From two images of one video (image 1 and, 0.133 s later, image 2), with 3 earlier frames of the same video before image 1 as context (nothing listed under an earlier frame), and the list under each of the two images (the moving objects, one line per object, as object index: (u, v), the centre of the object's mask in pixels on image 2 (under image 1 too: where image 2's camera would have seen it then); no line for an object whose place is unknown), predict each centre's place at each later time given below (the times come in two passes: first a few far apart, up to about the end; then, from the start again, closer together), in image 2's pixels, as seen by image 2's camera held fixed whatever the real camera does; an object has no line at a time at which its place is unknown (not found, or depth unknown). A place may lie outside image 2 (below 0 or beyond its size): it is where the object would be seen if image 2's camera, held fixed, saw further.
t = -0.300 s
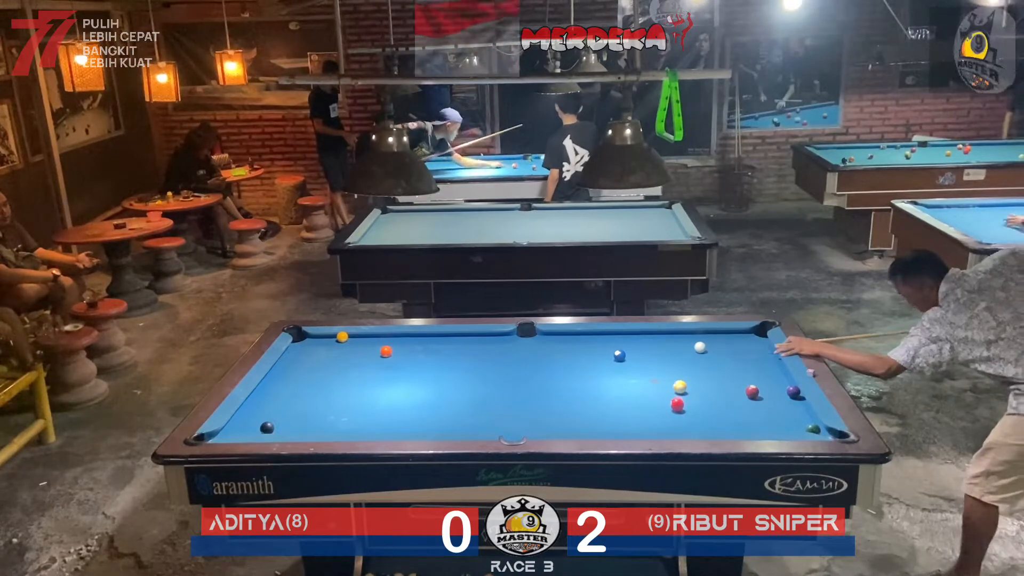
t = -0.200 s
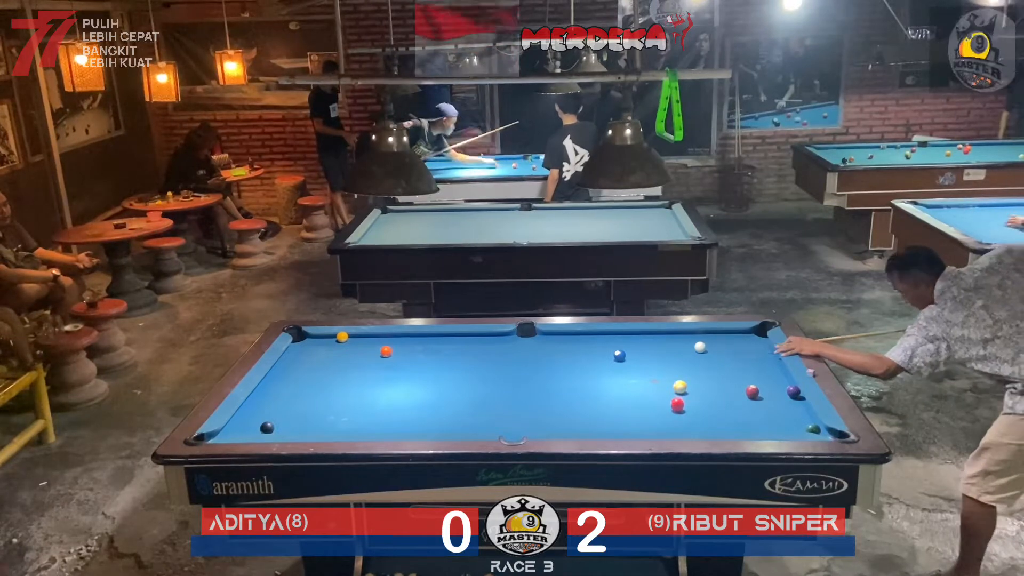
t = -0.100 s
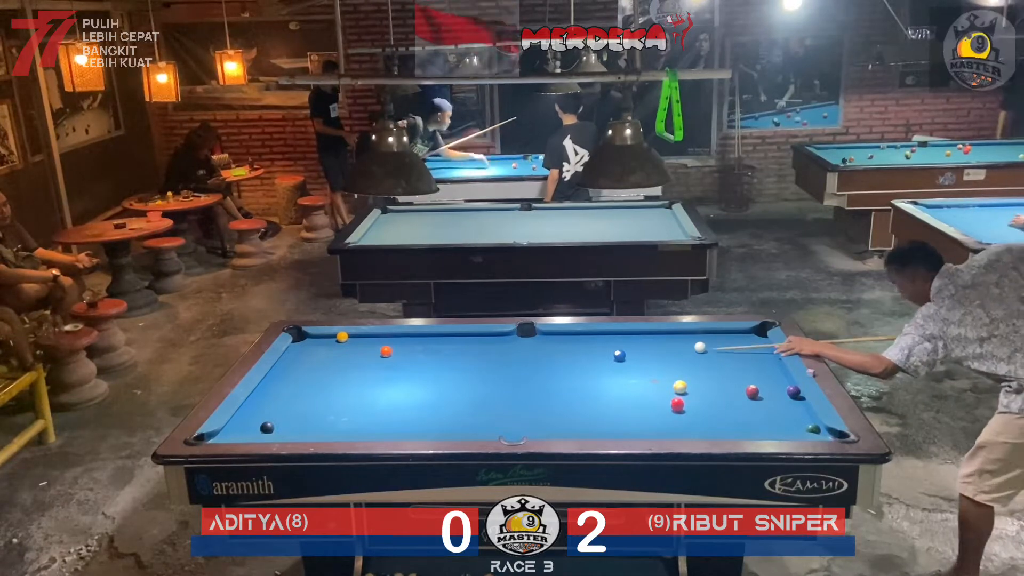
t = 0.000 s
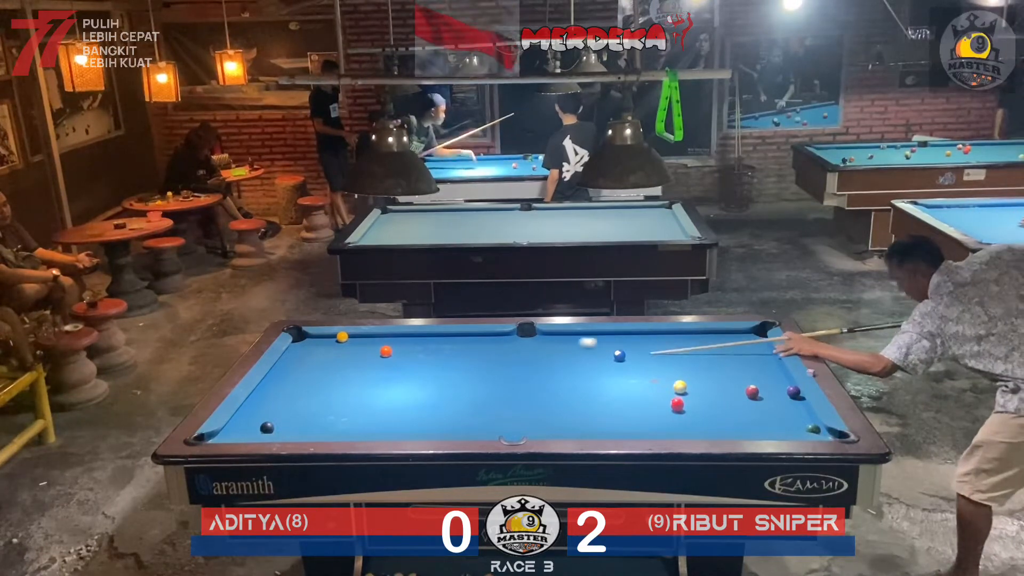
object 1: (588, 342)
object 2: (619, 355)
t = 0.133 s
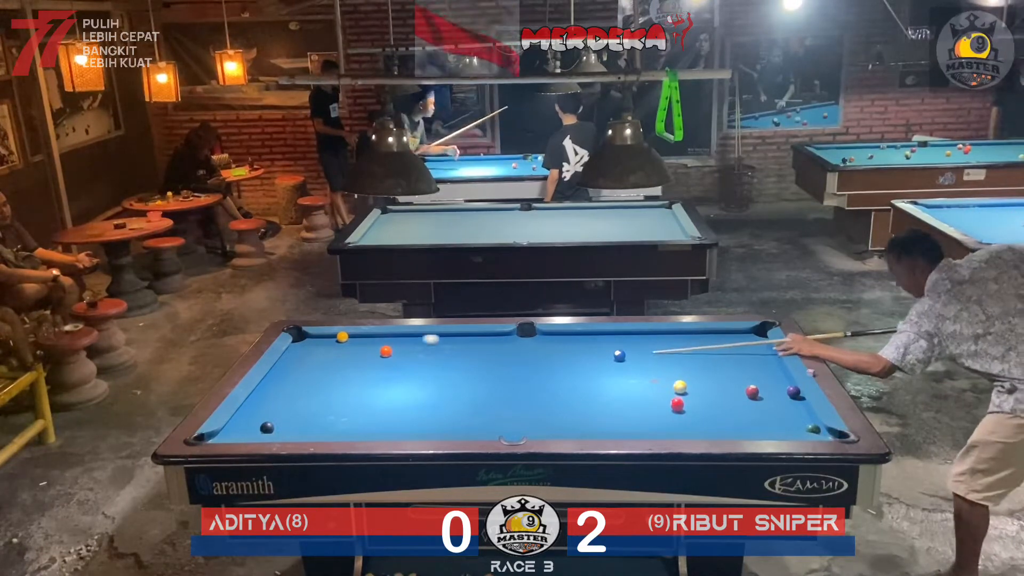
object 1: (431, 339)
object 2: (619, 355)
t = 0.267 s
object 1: (353, 338)
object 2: (619, 355)
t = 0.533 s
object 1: (380, 343)
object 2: (619, 355)
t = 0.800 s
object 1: (426, 347)
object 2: (619, 355)
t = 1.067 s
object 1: (480, 350)
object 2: (619, 355)
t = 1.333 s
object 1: (534, 353)
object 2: (619, 355)
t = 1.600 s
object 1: (581, 355)
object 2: (619, 355)
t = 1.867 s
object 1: (611, 359)
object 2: (632, 355)
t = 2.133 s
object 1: (621, 363)
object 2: (654, 353)
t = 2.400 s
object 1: (629, 366)
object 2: (673, 351)
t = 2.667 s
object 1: (634, 368)
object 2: (689, 350)
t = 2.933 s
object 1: (638, 370)
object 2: (702, 347)
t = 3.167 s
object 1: (638, 371)
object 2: (711, 347)
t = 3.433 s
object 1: (638, 371)
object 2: (718, 345)
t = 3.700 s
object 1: (638, 371)
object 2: (722, 345)
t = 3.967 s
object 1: (638, 371)
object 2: (723, 345)
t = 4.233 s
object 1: (638, 371)
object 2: (722, 345)
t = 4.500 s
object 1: (638, 371)
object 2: (722, 345)
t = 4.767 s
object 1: (638, 371)
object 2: (722, 345)
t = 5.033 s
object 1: (638, 371)
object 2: (723, 345)
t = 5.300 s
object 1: (638, 371)
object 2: (722, 345)
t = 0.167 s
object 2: (619, 355)
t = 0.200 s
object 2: (619, 355)
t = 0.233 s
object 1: (352, 338)
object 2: (619, 355)
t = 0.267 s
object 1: (353, 338)
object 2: (619, 355)
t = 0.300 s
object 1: (355, 339)
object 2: (619, 355)
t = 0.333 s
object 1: (359, 340)
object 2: (619, 355)
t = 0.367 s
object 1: (361, 340)
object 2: (619, 355)
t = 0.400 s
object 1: (365, 341)
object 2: (619, 355)
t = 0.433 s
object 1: (370, 342)
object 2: (619, 355)
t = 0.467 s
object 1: (372, 342)
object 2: (619, 355)
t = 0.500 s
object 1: (375, 342)
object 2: (619, 355)
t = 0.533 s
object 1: (380, 343)
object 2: (619, 355)
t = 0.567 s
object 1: (382, 343)
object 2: (619, 355)
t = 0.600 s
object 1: (386, 342)
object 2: (619, 355)
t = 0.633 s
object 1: (396, 345)
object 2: (619, 355)
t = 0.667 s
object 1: (399, 345)
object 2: (619, 355)
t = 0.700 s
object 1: (406, 345)
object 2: (619, 355)
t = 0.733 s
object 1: (416, 346)
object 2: (619, 355)
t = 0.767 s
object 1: (420, 346)
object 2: (619, 355)
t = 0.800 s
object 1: (426, 347)
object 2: (619, 355)
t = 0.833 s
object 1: (437, 347)
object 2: (619, 355)
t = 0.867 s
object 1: (440, 347)
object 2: (619, 355)
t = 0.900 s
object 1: (446, 348)
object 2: (619, 355)
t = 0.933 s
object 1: (457, 348)
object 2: (619, 355)
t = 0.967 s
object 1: (460, 349)
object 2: (619, 355)
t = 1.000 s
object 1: (467, 349)
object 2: (619, 355)
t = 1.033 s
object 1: (477, 349)
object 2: (619, 355)
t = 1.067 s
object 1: (480, 350)
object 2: (619, 355)
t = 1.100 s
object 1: (486, 350)
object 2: (619, 355)
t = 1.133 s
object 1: (496, 350)
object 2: (619, 355)
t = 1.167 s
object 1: (499, 351)
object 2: (619, 355)
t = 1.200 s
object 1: (506, 351)
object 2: (619, 355)
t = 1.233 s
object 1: (515, 352)
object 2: (619, 355)
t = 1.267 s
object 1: (518, 352)
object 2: (619, 355)
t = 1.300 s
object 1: (525, 352)
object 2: (619, 355)
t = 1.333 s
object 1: (534, 353)
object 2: (619, 355)
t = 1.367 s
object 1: (537, 353)
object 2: (619, 355)
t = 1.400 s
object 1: (544, 353)
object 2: (619, 355)
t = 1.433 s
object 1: (550, 353)
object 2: (619, 355)
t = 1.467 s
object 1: (556, 354)
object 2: (619, 355)
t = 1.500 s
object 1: (562, 354)
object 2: (619, 355)
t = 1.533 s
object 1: (568, 354)
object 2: (619, 355)
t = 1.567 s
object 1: (574, 355)
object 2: (619, 355)
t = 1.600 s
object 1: (581, 355)
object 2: (619, 355)
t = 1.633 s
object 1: (587, 355)
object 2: (619, 355)
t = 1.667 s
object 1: (593, 356)
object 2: (619, 355)
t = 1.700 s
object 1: (598, 356)
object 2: (619, 355)
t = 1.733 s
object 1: (605, 356)
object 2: (620, 355)
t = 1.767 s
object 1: (608, 357)
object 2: (621, 355)
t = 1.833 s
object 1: (610, 358)
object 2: (628, 355)
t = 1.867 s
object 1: (611, 359)
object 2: (632, 355)
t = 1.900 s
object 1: (612, 359)
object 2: (634, 355)
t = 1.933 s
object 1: (614, 360)
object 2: (637, 355)
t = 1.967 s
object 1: (615, 360)
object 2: (640, 354)
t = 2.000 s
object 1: (616, 361)
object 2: (643, 354)
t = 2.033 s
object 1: (618, 361)
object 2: (646, 354)
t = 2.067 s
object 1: (619, 362)
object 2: (649, 354)
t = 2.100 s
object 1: (620, 362)
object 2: (651, 353)
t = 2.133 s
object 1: (621, 363)
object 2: (654, 353)
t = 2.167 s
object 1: (622, 363)
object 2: (657, 353)
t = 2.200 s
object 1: (623, 364)
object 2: (659, 353)
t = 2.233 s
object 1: (624, 364)
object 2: (662, 352)
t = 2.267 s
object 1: (625, 364)
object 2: (664, 352)
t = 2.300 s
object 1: (626, 365)
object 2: (667, 352)
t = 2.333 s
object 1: (627, 365)
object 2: (669, 352)
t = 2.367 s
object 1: (628, 366)
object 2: (671, 352)
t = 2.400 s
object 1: (629, 366)
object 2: (673, 351)
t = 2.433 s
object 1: (630, 366)
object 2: (676, 351)
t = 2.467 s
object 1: (630, 367)
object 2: (678, 351)
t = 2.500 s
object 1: (631, 367)
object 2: (680, 350)
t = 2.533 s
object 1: (632, 367)
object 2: (681, 350)
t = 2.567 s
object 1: (633, 367)
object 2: (684, 350)
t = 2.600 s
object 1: (633, 368)
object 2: (686, 350)
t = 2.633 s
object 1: (634, 368)
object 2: (687, 350)
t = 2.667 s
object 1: (634, 368)
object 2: (689, 350)
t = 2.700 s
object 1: (635, 368)
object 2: (691, 349)
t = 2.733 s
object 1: (635, 369)
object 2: (693, 349)
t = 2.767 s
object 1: (636, 369)
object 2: (694, 349)
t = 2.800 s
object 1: (636, 369)
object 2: (696, 349)
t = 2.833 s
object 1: (637, 369)
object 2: (698, 348)
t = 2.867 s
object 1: (637, 369)
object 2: (699, 348)
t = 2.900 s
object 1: (638, 370)
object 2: (701, 348)
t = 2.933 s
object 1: (638, 370)
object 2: (702, 347)
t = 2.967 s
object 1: (638, 370)
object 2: (703, 348)
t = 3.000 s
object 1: (638, 370)
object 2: (705, 347)
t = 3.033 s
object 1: (638, 370)
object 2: (706, 347)
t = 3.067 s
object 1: (638, 370)
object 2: (707, 347)
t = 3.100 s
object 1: (638, 370)
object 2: (709, 347)
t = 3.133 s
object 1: (638, 370)
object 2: (710, 347)
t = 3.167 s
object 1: (638, 371)
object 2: (711, 347)
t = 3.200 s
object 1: (638, 371)
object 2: (712, 346)
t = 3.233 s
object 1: (638, 371)
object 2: (713, 346)
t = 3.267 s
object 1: (638, 371)
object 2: (713, 346)
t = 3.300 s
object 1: (638, 371)
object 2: (714, 346)
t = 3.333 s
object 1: (638, 371)
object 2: (716, 346)
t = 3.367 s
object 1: (638, 371)
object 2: (716, 346)
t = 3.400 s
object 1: (638, 371)
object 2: (717, 345)
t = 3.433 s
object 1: (638, 371)
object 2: (718, 345)
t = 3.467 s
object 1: (638, 371)
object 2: (718, 345)
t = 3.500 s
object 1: (638, 371)
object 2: (719, 345)
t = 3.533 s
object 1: (638, 371)
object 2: (719, 345)
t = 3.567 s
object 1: (638, 371)
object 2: (720, 345)
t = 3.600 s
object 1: (638, 371)
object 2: (720, 345)
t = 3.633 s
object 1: (638, 371)
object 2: (721, 345)
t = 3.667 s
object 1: (638, 371)
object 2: (721, 345)
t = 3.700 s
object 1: (638, 371)
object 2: (722, 345)
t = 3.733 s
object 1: (638, 371)
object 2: (722, 345)
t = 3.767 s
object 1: (638, 371)
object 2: (722, 345)
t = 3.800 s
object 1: (638, 371)
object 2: (722, 345)
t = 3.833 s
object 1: (638, 371)
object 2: (722, 345)
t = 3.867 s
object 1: (638, 371)
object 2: (723, 345)
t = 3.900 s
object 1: (638, 371)
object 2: (723, 345)
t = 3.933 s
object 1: (638, 371)
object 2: (723, 345)
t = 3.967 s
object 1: (638, 371)
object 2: (723, 345)
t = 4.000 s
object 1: (638, 371)
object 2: (723, 345)
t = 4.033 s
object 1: (638, 371)
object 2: (723, 345)
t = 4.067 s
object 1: (638, 371)
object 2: (723, 345)
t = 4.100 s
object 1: (638, 371)
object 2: (723, 345)
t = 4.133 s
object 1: (638, 371)
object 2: (723, 345)
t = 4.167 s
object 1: (638, 371)
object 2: (723, 345)
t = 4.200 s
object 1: (638, 371)
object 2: (722, 345)
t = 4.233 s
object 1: (638, 371)
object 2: (722, 345)
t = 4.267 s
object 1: (638, 371)
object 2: (722, 345)
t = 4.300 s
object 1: (638, 371)
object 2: (722, 345)
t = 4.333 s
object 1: (638, 371)
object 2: (722, 345)
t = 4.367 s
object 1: (638, 371)
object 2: (722, 345)
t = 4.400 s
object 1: (638, 371)
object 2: (722, 345)
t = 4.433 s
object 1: (638, 371)
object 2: (722, 345)
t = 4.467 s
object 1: (638, 371)
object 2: (722, 345)
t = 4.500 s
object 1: (638, 371)
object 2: (722, 345)
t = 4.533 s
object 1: (638, 371)
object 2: (722, 345)
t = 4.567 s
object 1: (638, 371)
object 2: (722, 345)
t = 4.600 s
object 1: (638, 371)
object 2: (722, 345)
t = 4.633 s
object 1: (638, 371)
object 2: (723, 345)
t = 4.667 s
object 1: (638, 371)
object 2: (722, 345)
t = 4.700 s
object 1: (638, 371)
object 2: (722, 345)
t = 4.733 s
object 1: (638, 371)
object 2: (722, 345)
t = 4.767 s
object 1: (638, 371)
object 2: (722, 345)
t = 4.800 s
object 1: (638, 371)
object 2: (723, 345)
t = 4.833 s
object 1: (638, 371)
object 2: (722, 345)
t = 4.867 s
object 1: (638, 371)
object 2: (723, 345)
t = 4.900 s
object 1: (638, 371)
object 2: (722, 345)
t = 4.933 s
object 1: (638, 371)
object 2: (723, 345)
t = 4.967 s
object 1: (638, 371)
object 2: (722, 345)
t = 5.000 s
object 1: (638, 371)
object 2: (723, 345)
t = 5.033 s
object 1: (638, 371)
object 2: (723, 345)
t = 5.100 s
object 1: (638, 371)
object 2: (723, 345)
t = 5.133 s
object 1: (638, 371)
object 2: (723, 345)
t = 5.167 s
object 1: (638, 371)
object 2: (723, 345)
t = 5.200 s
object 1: (638, 371)
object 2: (723, 345)
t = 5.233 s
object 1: (638, 371)
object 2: (723, 345)
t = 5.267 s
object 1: (638, 371)
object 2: (722, 345)
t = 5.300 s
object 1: (638, 371)
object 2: (722, 345)
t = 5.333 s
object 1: (638, 371)
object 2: (722, 345)
